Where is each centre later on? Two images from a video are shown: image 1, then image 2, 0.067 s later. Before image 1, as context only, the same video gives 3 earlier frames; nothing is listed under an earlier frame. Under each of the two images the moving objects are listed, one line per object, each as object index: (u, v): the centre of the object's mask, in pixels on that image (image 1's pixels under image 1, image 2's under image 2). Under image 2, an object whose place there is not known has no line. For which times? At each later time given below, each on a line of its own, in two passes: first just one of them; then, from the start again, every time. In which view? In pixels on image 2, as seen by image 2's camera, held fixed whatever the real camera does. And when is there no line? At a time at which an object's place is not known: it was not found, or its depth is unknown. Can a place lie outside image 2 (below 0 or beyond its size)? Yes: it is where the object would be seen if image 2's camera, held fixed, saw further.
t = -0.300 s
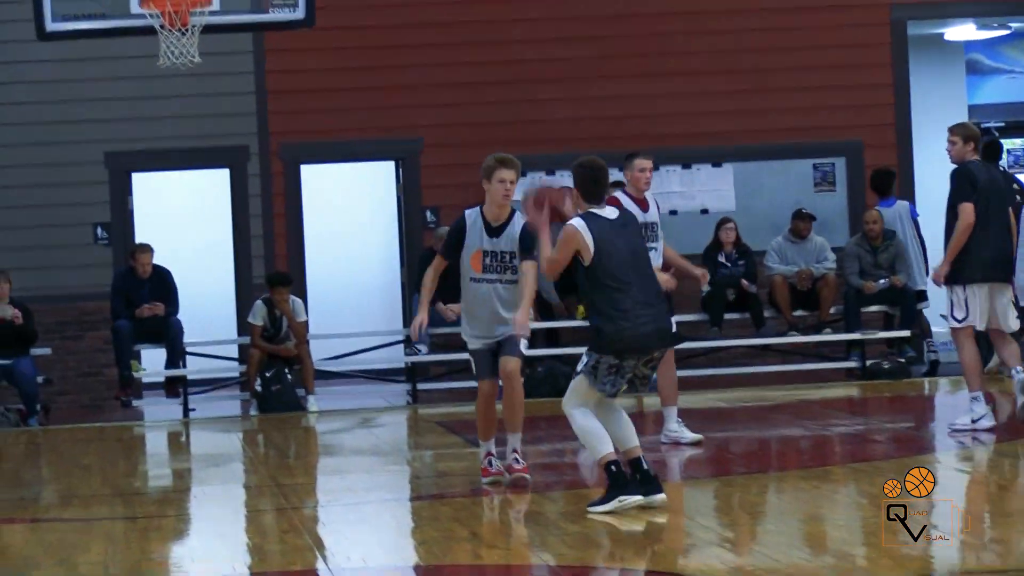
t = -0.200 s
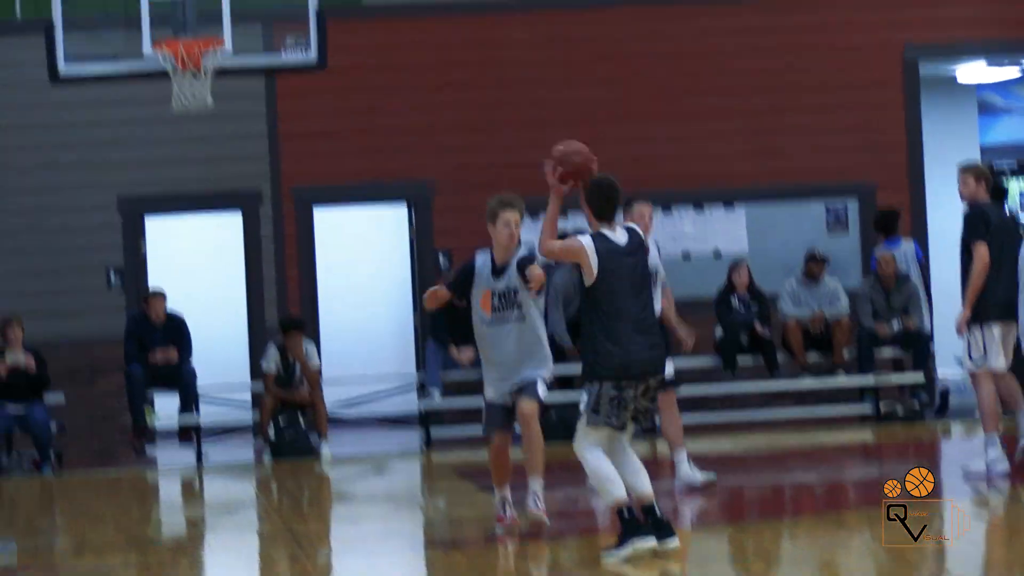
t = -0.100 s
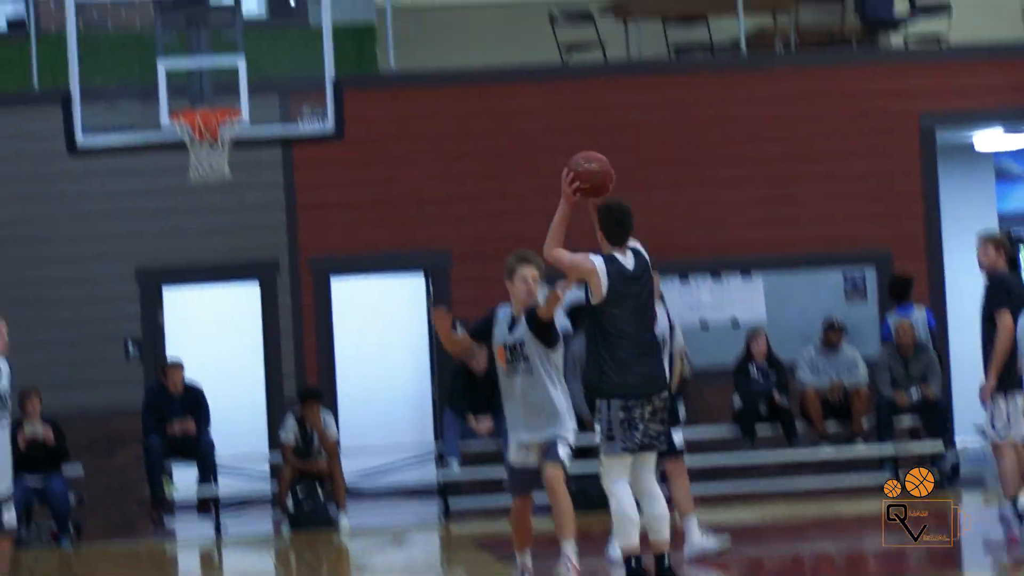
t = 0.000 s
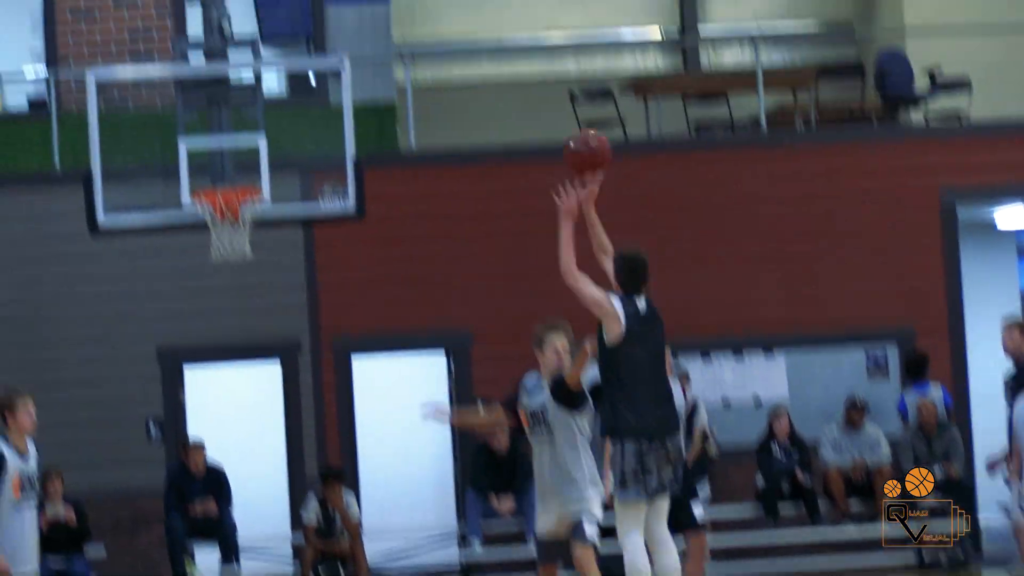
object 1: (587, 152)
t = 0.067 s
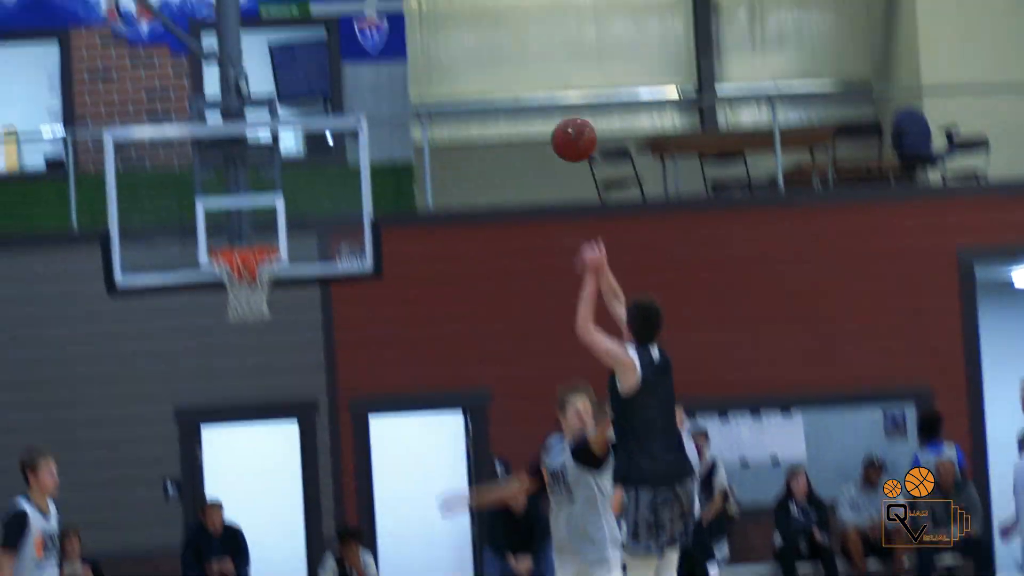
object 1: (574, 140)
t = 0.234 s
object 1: (504, 8)
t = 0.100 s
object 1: (559, 110)
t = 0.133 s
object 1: (545, 80)
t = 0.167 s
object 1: (531, 54)
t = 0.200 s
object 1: (517, 29)
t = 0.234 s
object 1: (504, 8)
